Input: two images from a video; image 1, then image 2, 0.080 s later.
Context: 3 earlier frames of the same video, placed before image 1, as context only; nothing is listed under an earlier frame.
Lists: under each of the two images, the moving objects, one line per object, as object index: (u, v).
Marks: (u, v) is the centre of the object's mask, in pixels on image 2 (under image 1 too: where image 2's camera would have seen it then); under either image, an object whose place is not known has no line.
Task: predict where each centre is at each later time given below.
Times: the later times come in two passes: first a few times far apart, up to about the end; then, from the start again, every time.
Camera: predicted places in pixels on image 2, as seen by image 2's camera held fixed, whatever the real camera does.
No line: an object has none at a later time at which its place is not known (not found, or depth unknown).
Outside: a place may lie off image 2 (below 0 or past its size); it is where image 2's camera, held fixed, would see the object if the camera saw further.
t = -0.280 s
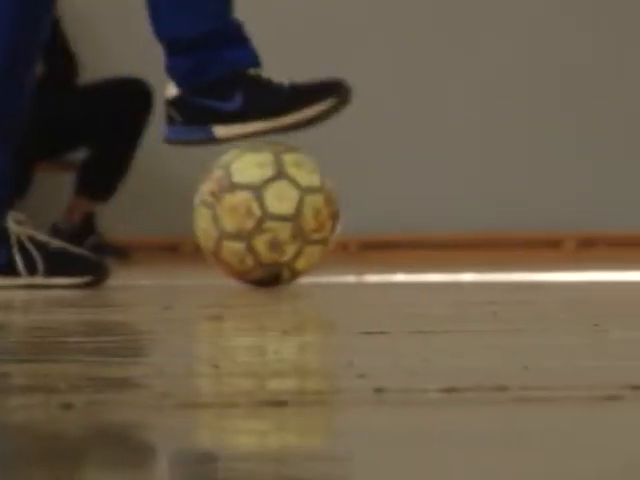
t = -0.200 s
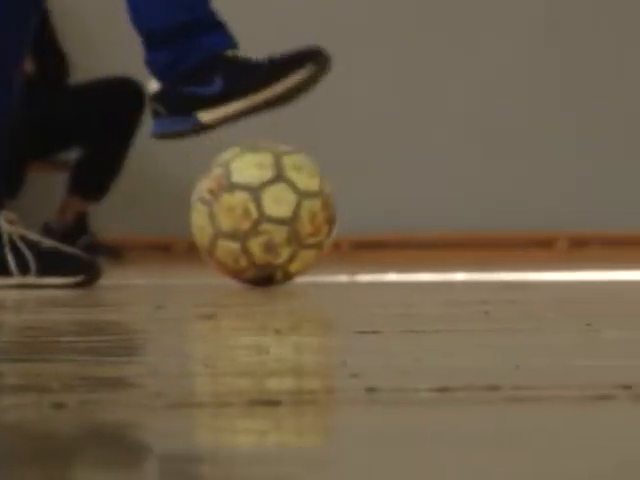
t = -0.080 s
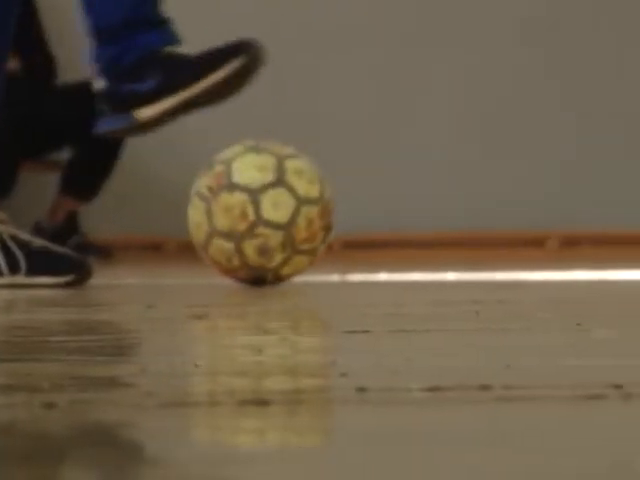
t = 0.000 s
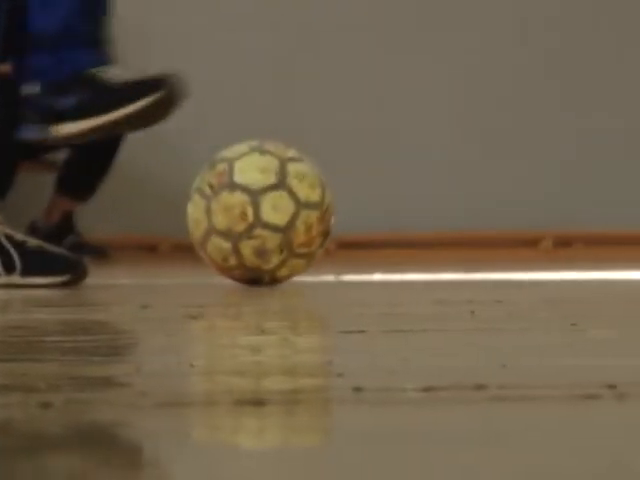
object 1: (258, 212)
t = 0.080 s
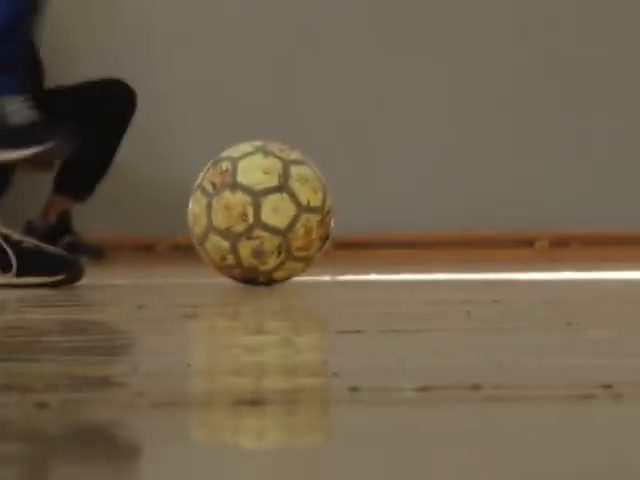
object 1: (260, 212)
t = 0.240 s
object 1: (264, 212)
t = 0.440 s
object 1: (272, 213)
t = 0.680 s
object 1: (280, 213)
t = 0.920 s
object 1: (275, 213)
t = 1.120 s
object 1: (269, 213)
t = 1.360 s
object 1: (261, 213)
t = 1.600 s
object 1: (263, 213)
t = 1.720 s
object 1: (262, 213)
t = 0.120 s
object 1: (261, 212)
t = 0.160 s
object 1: (261, 213)
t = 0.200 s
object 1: (262, 212)
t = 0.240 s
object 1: (264, 212)
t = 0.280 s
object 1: (261, 213)
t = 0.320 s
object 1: (269, 212)
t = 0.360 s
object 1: (270, 212)
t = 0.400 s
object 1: (273, 213)
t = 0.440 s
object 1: (272, 213)
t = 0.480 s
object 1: (272, 213)
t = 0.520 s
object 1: (275, 213)
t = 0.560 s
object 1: (277, 213)
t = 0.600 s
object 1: (278, 213)
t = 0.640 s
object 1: (280, 213)
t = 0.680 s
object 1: (280, 213)
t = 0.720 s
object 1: (280, 213)
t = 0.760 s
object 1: (280, 212)
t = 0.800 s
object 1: (279, 213)
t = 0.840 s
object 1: (278, 213)
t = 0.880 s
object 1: (277, 213)
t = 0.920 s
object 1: (275, 213)
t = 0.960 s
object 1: (275, 212)
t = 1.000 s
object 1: (273, 212)
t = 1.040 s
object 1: (270, 213)
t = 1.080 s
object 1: (270, 213)
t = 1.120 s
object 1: (269, 213)
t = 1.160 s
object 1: (266, 213)
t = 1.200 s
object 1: (265, 213)
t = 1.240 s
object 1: (263, 213)
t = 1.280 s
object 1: (261, 213)
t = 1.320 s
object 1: (261, 213)
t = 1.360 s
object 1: (261, 213)
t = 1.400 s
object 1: (262, 213)
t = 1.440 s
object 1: (262, 213)
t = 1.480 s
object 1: (264, 213)
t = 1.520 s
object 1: (262, 213)
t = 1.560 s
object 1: (263, 213)
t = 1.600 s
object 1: (263, 213)
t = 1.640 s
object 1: (262, 213)
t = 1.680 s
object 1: (262, 213)
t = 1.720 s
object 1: (262, 213)
